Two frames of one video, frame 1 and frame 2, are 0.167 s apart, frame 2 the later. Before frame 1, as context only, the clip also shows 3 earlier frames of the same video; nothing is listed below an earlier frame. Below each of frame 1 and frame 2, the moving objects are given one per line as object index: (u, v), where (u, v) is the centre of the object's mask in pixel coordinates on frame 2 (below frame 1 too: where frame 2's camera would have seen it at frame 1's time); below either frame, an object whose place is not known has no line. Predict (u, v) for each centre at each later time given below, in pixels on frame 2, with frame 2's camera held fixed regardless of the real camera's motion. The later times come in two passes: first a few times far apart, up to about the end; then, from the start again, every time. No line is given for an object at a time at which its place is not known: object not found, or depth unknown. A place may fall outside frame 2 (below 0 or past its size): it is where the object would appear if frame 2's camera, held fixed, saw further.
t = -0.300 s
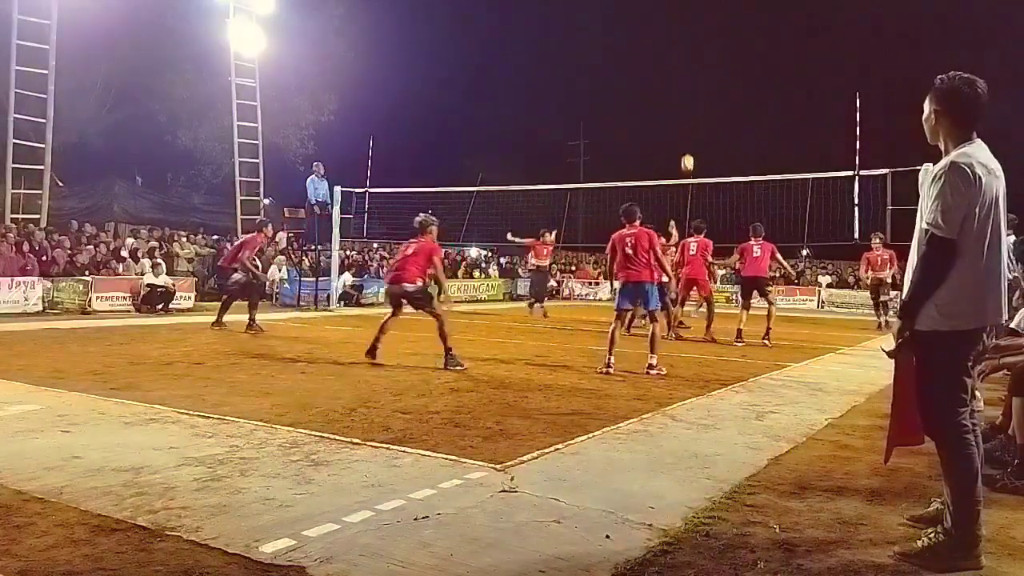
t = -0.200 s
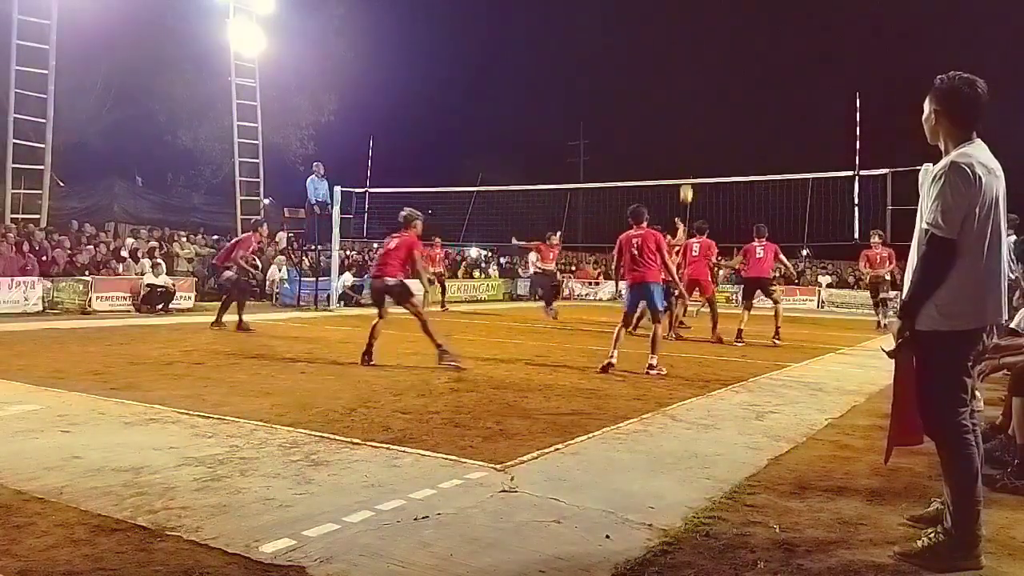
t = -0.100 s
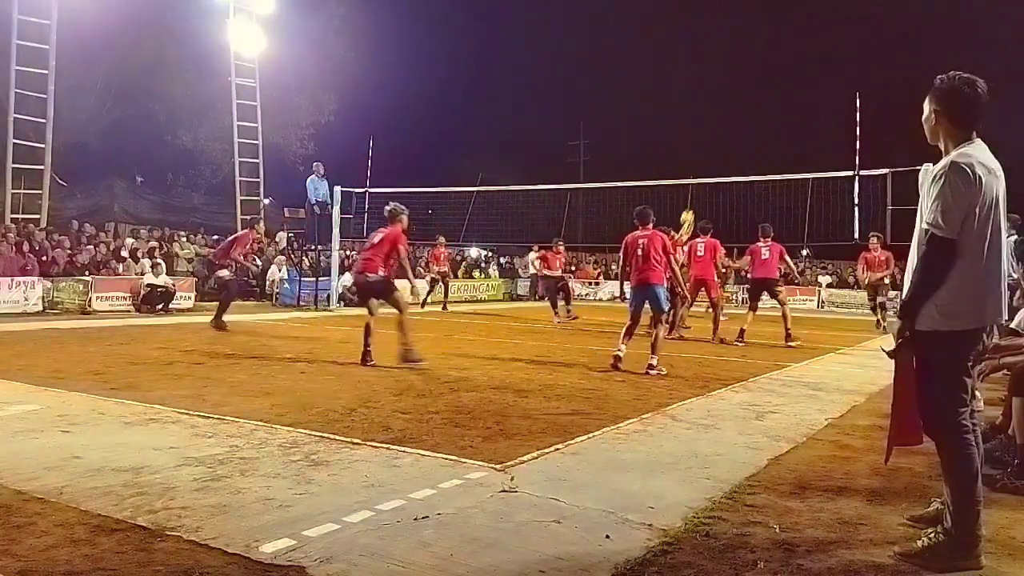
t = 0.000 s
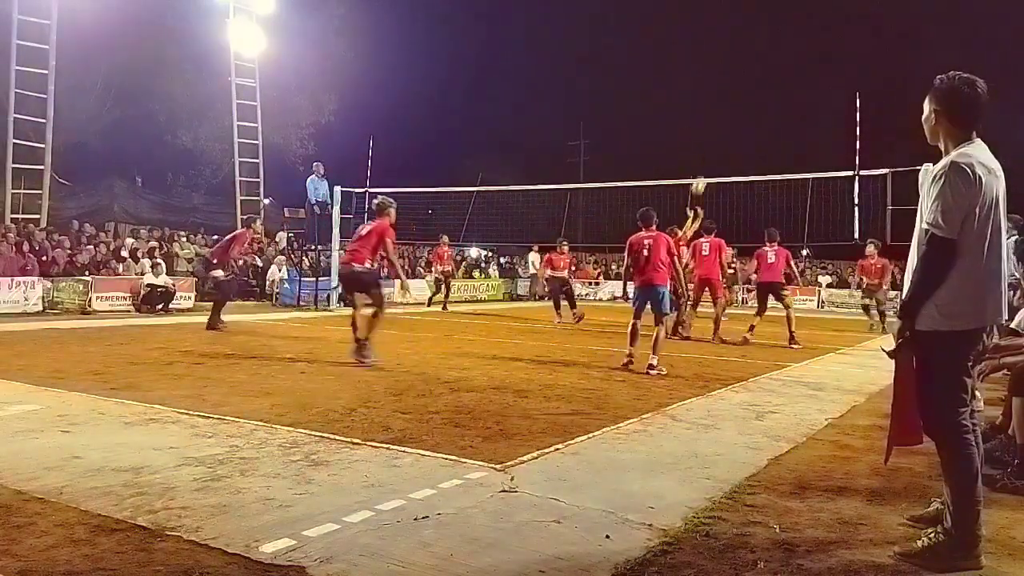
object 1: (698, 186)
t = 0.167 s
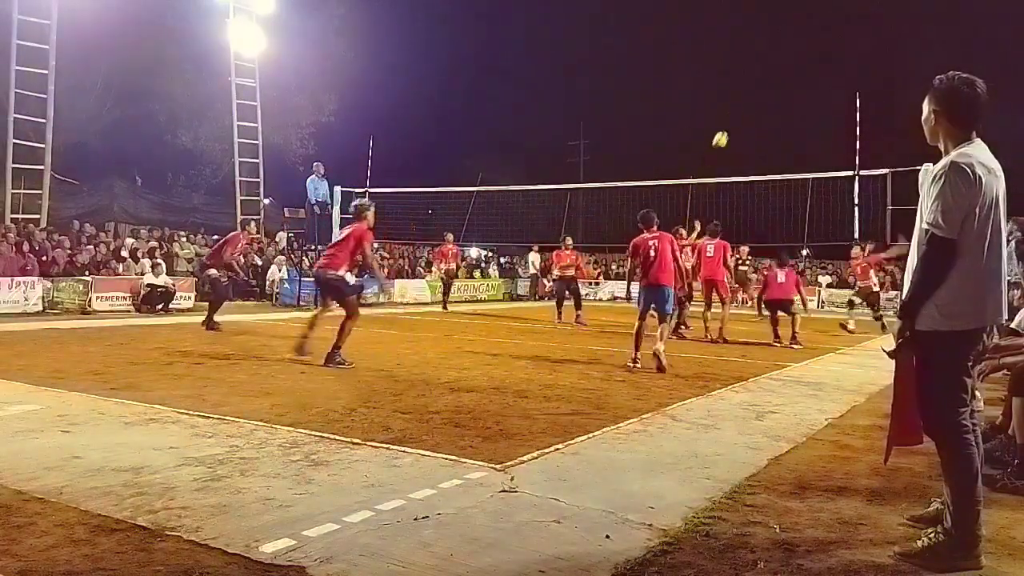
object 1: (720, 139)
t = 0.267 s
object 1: (733, 119)
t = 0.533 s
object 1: (768, 93)
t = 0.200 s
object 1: (725, 132)
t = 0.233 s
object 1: (729, 125)
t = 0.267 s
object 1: (733, 119)
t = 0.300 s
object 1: (738, 114)
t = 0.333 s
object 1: (742, 109)
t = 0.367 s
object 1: (746, 104)
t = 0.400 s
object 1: (751, 101)
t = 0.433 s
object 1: (755, 98)
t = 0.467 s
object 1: (759, 95)
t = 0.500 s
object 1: (764, 93)
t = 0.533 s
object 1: (768, 93)
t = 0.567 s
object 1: (773, 93)
